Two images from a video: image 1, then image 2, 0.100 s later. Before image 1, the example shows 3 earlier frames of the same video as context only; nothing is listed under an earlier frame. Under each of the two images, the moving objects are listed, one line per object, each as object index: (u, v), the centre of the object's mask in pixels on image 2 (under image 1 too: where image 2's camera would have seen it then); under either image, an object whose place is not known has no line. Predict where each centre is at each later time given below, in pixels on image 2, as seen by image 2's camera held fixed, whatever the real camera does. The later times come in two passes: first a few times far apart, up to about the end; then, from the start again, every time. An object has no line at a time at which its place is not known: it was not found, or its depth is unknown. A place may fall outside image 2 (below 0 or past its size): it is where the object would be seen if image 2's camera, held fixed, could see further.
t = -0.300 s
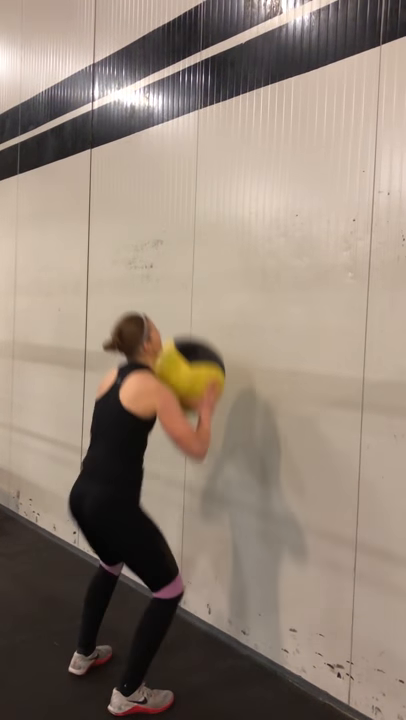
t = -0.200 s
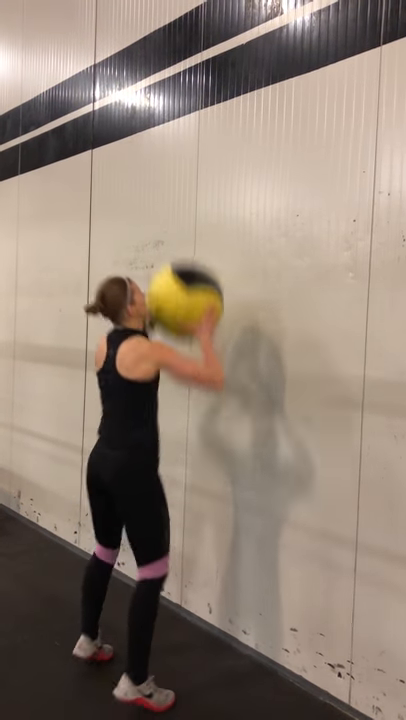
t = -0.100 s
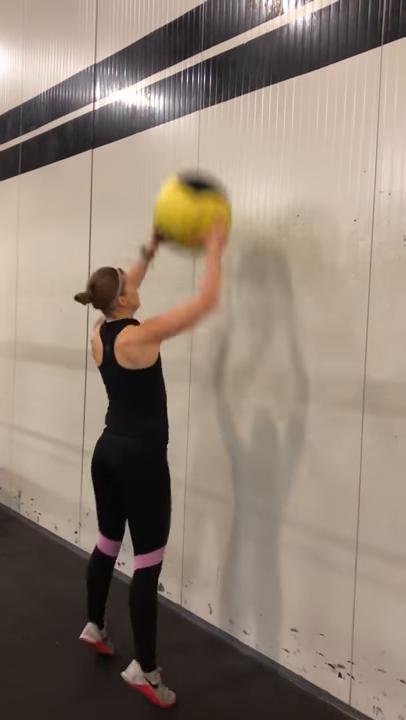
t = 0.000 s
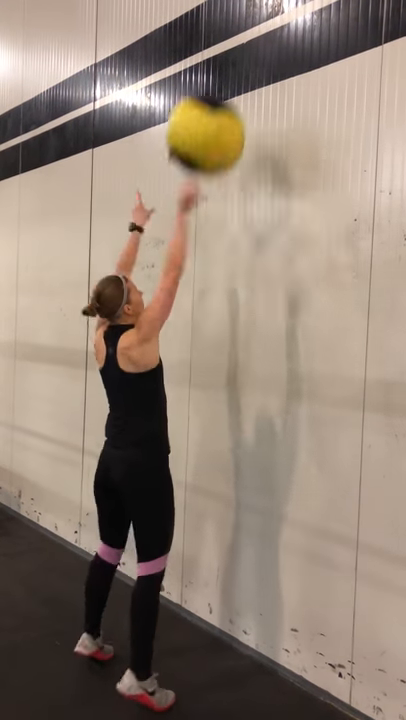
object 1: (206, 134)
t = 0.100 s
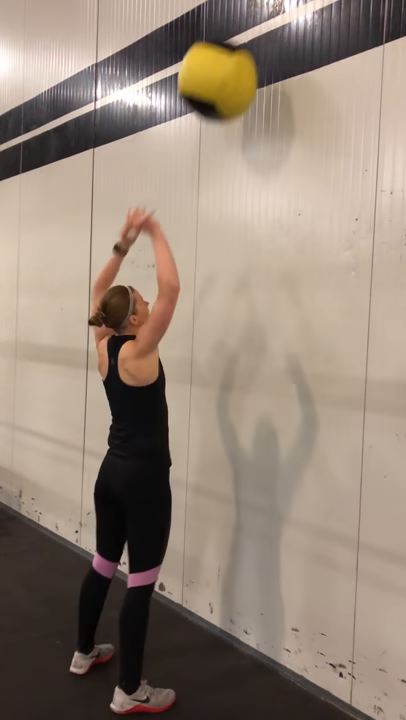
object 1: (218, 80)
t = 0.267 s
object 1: (234, 39)
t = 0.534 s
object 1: (221, 87)
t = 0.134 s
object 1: (221, 67)
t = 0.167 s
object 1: (224, 56)
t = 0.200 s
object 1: (228, 48)
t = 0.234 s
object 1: (231, 42)
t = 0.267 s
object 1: (234, 39)
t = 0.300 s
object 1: (236, 38)
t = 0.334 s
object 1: (235, 38)
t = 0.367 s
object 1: (233, 40)
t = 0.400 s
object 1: (231, 44)
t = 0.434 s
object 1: (228, 50)
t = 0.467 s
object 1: (226, 61)
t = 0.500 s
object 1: (223, 73)
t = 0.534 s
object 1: (221, 87)
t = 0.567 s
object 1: (218, 103)
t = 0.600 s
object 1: (215, 123)
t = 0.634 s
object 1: (212, 145)
